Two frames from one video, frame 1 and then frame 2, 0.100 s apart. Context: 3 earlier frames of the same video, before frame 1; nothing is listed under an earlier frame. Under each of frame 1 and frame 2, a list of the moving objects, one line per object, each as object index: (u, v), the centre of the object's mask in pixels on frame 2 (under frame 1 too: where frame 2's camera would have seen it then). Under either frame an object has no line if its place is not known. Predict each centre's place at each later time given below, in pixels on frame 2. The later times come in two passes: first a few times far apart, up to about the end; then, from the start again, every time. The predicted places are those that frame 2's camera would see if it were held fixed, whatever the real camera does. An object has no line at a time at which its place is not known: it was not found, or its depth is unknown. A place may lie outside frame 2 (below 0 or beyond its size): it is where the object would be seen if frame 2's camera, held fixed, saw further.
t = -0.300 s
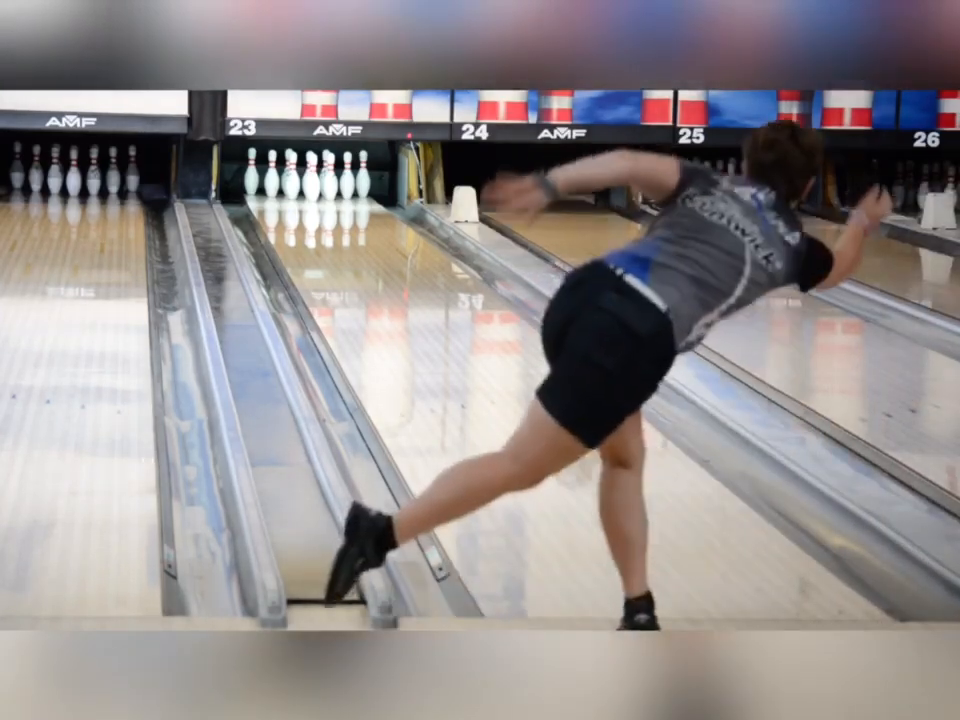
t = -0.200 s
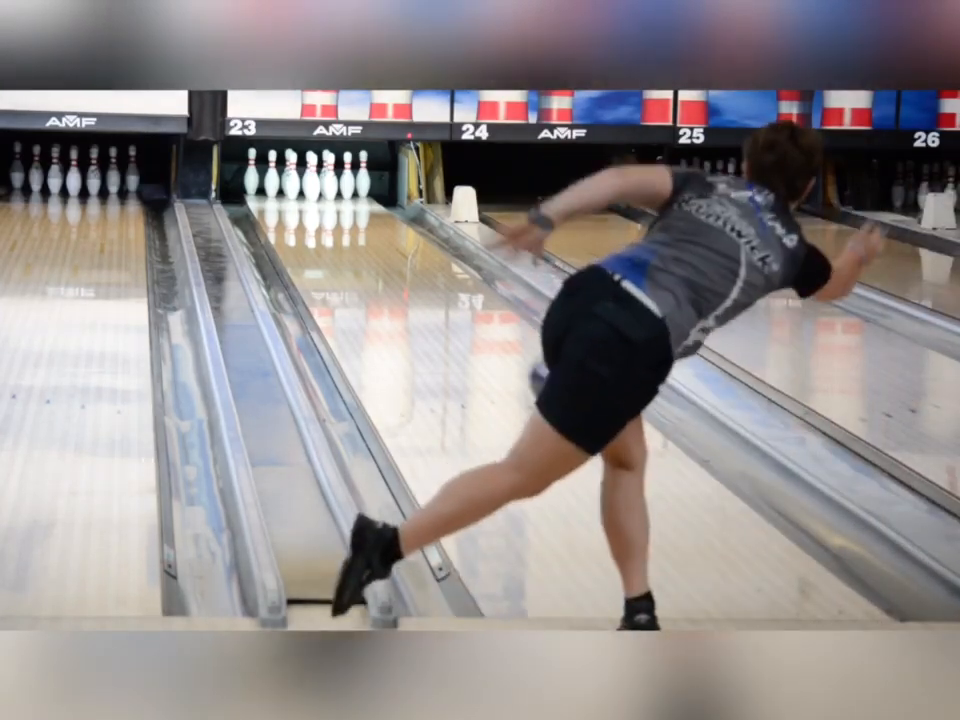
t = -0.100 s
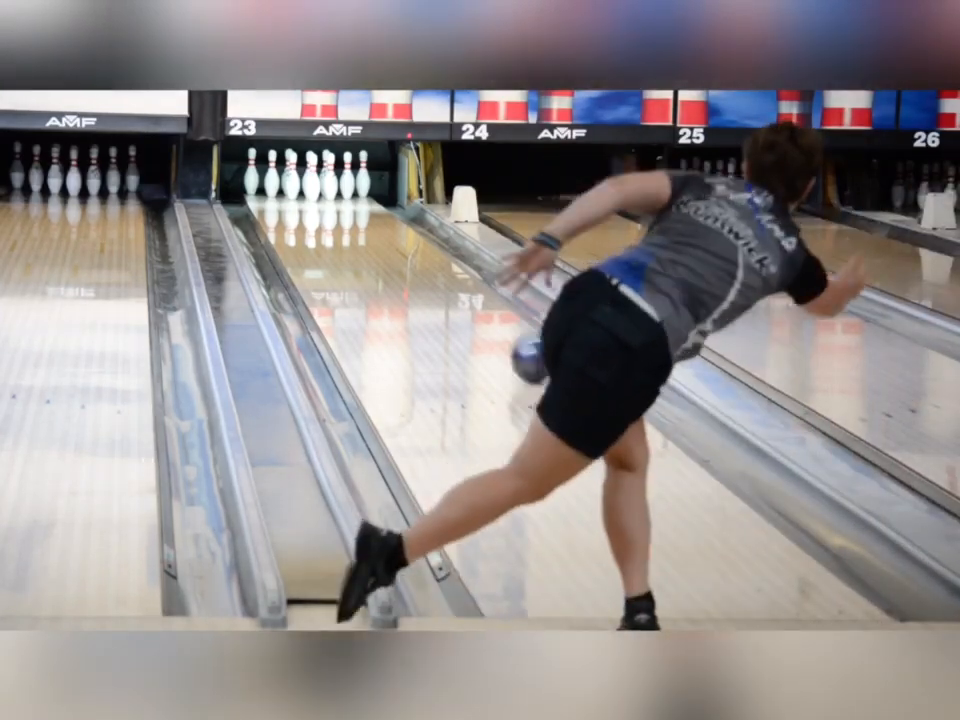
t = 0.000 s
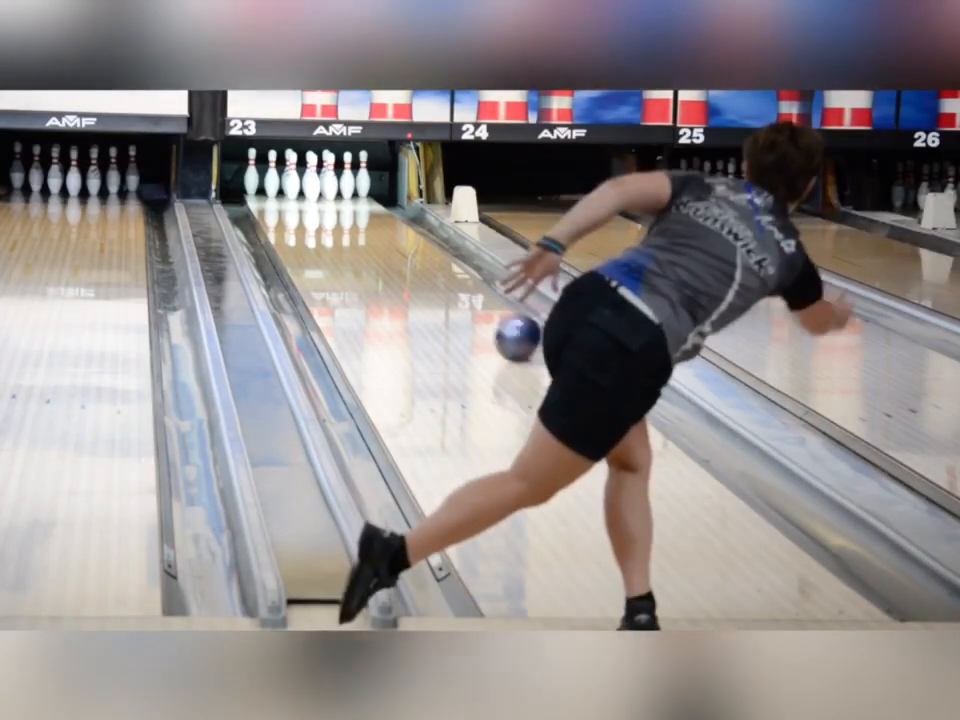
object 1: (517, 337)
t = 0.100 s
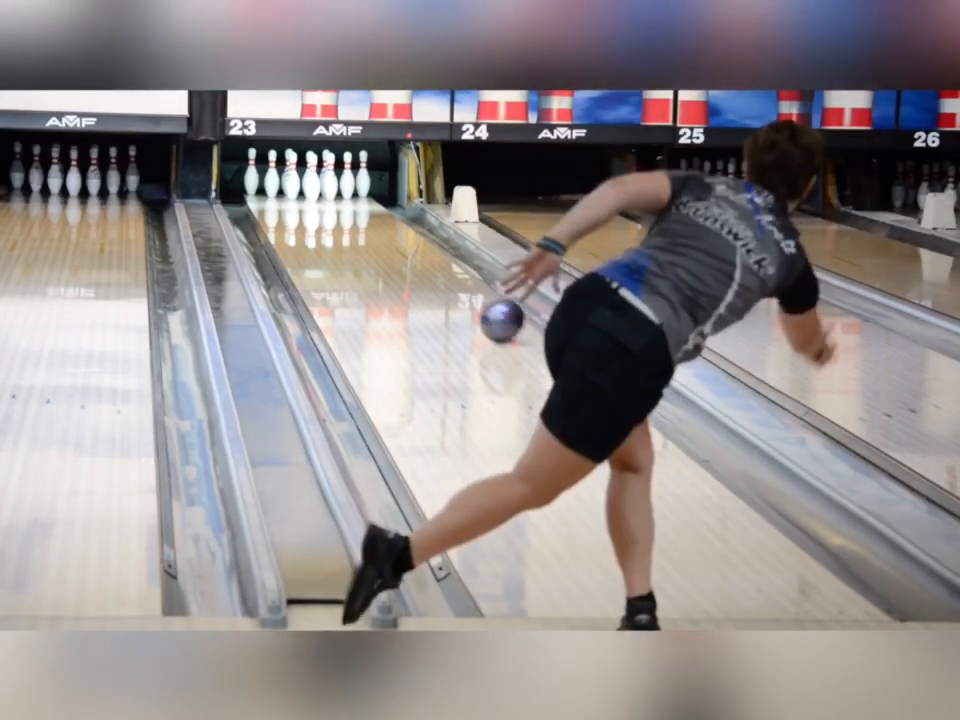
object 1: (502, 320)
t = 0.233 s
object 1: (483, 300)
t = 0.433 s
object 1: (457, 276)
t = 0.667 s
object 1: (430, 251)
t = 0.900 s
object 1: (404, 231)
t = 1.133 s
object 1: (379, 214)
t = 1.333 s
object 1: (353, 203)
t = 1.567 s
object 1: (322, 190)
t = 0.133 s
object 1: (497, 315)
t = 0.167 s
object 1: (492, 310)
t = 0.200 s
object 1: (487, 305)
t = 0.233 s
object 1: (483, 300)
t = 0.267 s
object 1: (478, 296)
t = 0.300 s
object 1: (473, 291)
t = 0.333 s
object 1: (469, 287)
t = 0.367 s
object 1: (465, 283)
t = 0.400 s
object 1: (461, 279)
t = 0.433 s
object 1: (457, 276)
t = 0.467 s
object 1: (453, 271)
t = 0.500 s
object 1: (449, 268)
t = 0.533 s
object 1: (445, 264)
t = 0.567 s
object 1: (441, 261)
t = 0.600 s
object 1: (437, 258)
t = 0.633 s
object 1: (433, 254)
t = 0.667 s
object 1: (430, 251)
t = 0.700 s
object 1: (426, 248)
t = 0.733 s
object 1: (423, 245)
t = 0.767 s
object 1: (419, 243)
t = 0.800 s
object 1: (415, 238)
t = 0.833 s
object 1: (411, 236)
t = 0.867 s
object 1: (408, 234)
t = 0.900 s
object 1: (404, 231)
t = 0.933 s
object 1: (400, 229)
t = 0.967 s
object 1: (397, 226)
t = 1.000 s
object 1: (393, 223)
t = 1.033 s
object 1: (390, 222)
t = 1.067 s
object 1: (386, 218)
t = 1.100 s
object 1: (382, 216)
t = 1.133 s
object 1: (379, 214)
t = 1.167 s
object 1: (374, 212)
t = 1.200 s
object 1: (370, 210)
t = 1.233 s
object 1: (366, 208)
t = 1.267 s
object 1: (362, 206)
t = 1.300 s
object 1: (357, 204)
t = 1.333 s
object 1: (353, 203)
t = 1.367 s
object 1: (348, 201)
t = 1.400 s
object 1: (345, 198)
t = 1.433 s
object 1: (341, 197)
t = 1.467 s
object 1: (336, 196)
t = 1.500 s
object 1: (331, 194)
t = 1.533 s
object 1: (326, 191)
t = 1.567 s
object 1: (322, 190)
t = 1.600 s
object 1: (319, 189)
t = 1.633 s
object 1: (317, 188)
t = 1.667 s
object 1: (314, 187)
